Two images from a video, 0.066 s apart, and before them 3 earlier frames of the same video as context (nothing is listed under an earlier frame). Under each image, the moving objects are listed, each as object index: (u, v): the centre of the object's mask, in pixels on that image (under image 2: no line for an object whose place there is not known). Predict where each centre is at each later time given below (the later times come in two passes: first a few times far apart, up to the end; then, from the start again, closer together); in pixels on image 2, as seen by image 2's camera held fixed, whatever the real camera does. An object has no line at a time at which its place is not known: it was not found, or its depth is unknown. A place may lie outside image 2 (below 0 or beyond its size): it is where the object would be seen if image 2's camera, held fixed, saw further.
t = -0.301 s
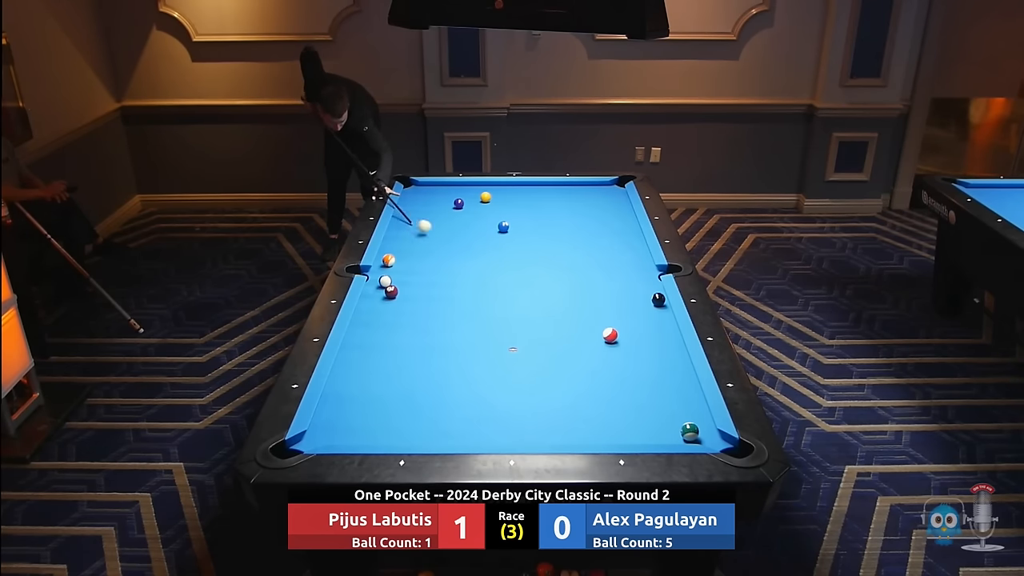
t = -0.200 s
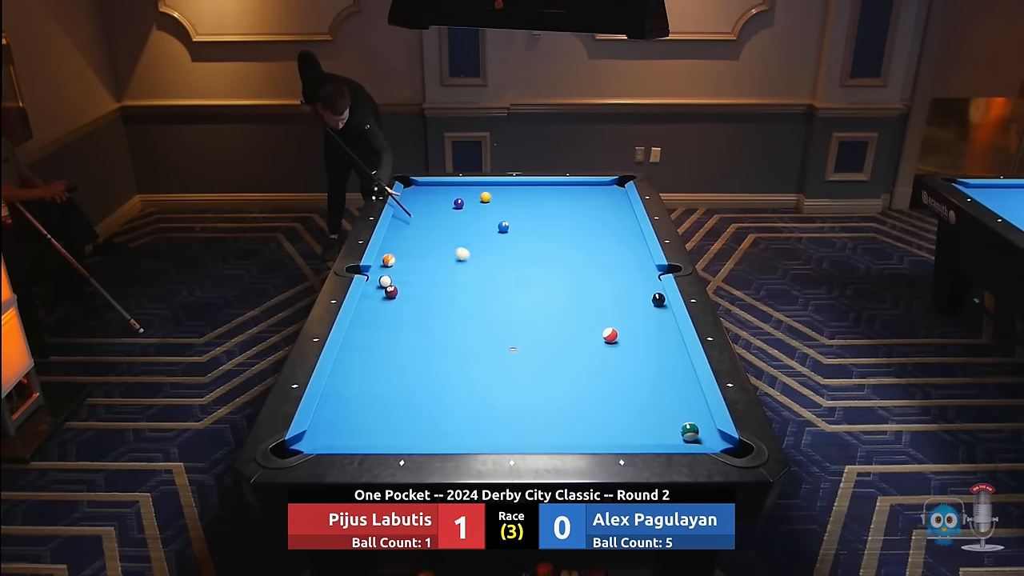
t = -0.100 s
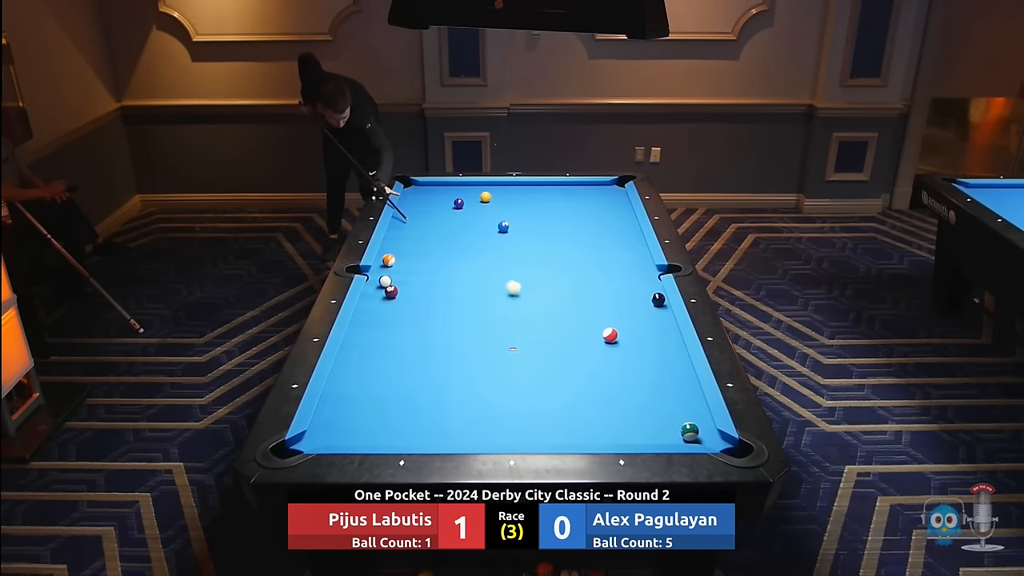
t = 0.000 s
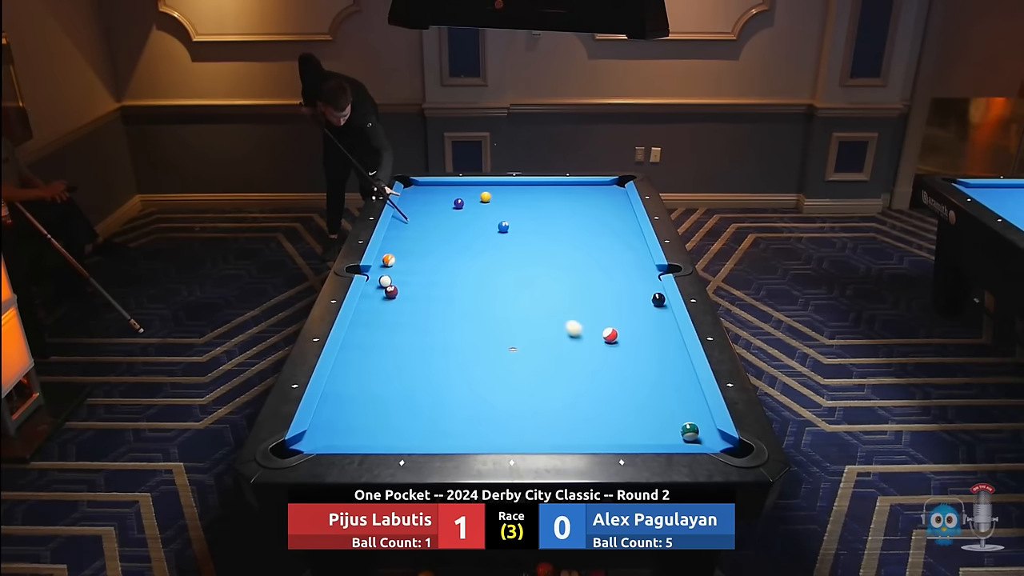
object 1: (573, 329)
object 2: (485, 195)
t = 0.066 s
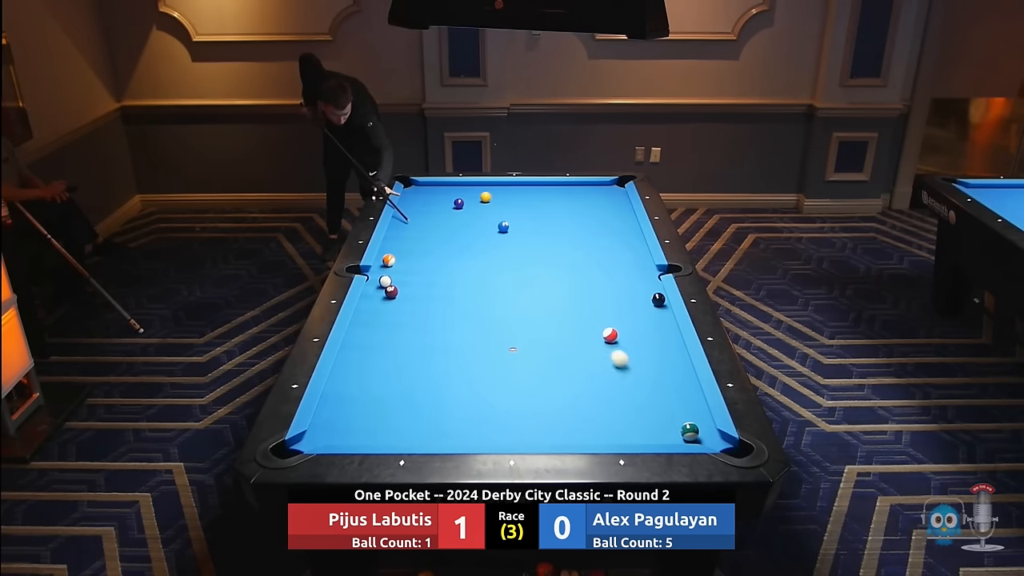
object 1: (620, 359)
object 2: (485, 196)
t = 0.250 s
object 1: (697, 423)
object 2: (485, 195)
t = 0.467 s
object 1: (687, 415)
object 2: (485, 195)
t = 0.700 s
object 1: (677, 407)
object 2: (485, 196)
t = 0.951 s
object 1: (668, 400)
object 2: (485, 196)
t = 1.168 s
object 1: (661, 394)
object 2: (485, 196)
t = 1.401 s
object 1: (654, 389)
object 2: (485, 196)
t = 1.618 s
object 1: (648, 385)
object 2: (485, 196)
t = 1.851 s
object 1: (643, 381)
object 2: (485, 196)
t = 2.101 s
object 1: (638, 377)
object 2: (485, 196)
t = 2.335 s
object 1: (635, 375)
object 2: (485, 196)
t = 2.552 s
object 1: (633, 373)
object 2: (485, 196)
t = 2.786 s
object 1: (631, 372)
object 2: (485, 196)
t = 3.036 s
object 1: (630, 370)
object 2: (485, 196)
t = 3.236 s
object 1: (629, 370)
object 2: (491, 197)
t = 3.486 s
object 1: (629, 370)
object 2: (504, 198)
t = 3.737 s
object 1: (629, 370)
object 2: (515, 201)
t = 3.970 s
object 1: (629, 370)
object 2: (526, 203)
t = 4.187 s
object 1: (629, 370)
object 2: (536, 204)
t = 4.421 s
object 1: (629, 370)
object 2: (545, 206)
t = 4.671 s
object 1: (629, 370)
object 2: (555, 208)
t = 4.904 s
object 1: (629, 370)
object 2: (564, 209)
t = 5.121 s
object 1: (629, 370)
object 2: (571, 211)
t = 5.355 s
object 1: (629, 370)
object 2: (578, 212)
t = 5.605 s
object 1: (629, 370)
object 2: (585, 213)
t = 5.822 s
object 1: (629, 370)
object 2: (590, 214)
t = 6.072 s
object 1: (629, 370)
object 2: (595, 215)
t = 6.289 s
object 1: (629, 370)
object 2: (599, 216)
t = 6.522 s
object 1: (629, 370)
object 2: (602, 216)
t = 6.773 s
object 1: (629, 370)
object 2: (605, 217)
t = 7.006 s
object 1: (629, 370)
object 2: (607, 217)
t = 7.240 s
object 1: (629, 370)
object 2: (608, 217)
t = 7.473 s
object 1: (629, 370)
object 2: (609, 217)
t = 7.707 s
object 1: (629, 370)
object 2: (609, 217)
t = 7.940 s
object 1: (629, 370)
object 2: (609, 217)
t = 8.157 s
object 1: (629, 370)
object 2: (609, 217)
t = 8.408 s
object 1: (629, 370)
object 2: (609, 217)
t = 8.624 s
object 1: (629, 370)
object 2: (609, 217)
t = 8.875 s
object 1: (629, 370)
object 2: (609, 217)
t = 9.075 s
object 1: (629, 370)
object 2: (609, 217)
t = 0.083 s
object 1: (631, 367)
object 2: (485, 195)
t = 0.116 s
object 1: (657, 384)
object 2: (485, 196)
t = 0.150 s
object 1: (684, 402)
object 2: (485, 196)
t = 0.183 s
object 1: (702, 419)
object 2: (485, 196)
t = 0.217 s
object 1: (698, 424)
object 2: (485, 195)
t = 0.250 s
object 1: (697, 423)
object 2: (485, 195)
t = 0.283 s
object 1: (695, 422)
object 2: (485, 196)
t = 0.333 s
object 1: (693, 420)
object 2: (485, 195)
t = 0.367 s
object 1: (692, 419)
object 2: (485, 196)
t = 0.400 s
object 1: (690, 418)
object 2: (485, 195)
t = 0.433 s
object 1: (688, 416)
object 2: (485, 195)
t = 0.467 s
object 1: (687, 415)
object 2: (485, 195)
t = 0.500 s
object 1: (686, 414)
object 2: (485, 195)
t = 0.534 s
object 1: (684, 413)
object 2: (485, 196)
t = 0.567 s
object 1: (683, 412)
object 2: (485, 196)
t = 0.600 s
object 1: (681, 410)
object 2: (485, 196)
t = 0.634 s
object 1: (680, 409)
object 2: (485, 196)
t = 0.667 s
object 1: (679, 408)
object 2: (485, 196)
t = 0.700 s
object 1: (677, 407)
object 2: (485, 196)
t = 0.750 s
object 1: (675, 406)
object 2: (485, 195)
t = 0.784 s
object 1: (674, 405)
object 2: (485, 196)
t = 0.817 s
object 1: (673, 404)
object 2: (485, 195)
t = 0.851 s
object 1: (672, 403)
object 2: (485, 195)
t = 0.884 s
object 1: (670, 402)
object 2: (485, 196)
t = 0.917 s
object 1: (669, 401)
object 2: (485, 196)
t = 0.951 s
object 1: (668, 400)
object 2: (485, 196)
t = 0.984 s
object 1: (667, 399)
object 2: (485, 196)
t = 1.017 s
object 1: (666, 398)
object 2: (485, 196)
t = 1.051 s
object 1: (664, 397)
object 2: (485, 196)
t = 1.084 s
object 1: (663, 396)
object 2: (485, 195)
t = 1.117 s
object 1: (662, 395)
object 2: (485, 195)
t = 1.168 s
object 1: (661, 394)
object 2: (485, 196)
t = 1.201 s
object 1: (660, 393)
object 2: (485, 195)
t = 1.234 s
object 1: (659, 393)
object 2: (485, 195)
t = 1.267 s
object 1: (658, 392)
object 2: (485, 196)
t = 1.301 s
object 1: (657, 391)
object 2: (485, 195)
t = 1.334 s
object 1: (656, 390)
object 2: (485, 195)
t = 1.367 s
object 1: (655, 390)
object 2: (485, 195)
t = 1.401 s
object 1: (654, 389)
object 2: (485, 196)
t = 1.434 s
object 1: (652, 388)
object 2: (485, 196)
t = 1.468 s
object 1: (652, 387)
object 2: (485, 196)
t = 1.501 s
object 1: (651, 387)
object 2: (485, 196)
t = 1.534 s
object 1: (650, 386)
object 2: (485, 195)
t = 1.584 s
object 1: (649, 385)
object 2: (485, 195)
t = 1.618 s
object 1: (648, 385)
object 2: (485, 196)
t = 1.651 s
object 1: (647, 384)
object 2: (485, 195)
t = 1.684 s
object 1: (646, 383)
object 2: (485, 196)
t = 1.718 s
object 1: (646, 383)
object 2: (485, 196)
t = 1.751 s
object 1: (645, 382)
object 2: (485, 196)
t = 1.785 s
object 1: (644, 382)
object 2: (485, 196)
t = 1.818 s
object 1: (643, 381)
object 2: (485, 196)
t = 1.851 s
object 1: (643, 381)
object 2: (485, 196)
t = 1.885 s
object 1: (642, 380)
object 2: (485, 196)
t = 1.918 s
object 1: (641, 380)
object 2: (485, 196)
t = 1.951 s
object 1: (641, 379)
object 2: (485, 196)
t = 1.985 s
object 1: (640, 379)
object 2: (485, 196)
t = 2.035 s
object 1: (639, 378)
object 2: (485, 196)
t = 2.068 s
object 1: (639, 378)
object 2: (485, 196)
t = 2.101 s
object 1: (638, 377)
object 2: (485, 196)
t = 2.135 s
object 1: (638, 377)
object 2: (485, 195)
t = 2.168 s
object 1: (637, 376)
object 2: (485, 195)
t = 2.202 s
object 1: (637, 376)
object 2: (485, 196)
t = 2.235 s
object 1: (636, 376)
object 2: (485, 196)
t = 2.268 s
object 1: (636, 376)
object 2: (485, 196)
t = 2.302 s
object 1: (636, 375)
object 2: (485, 196)
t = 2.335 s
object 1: (635, 375)
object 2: (485, 196)
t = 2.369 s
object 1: (635, 375)
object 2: (485, 196)
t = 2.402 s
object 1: (634, 374)
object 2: (485, 196)
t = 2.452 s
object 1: (634, 374)
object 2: (485, 196)
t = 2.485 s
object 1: (633, 374)
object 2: (485, 196)
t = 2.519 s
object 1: (633, 373)
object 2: (485, 195)
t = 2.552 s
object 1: (633, 373)
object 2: (485, 196)
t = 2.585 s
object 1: (632, 373)
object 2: (485, 196)
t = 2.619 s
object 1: (632, 372)
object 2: (485, 196)
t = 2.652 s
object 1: (632, 372)
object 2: (485, 196)
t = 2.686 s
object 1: (631, 372)
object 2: (485, 196)
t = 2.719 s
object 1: (631, 372)
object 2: (485, 196)
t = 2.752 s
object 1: (631, 371)
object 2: (485, 196)
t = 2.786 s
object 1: (631, 372)
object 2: (485, 196)
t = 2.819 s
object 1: (630, 371)
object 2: (485, 196)
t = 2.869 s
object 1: (630, 371)
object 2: (485, 196)
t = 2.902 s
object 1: (630, 371)
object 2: (485, 196)
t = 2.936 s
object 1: (630, 371)
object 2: (485, 196)
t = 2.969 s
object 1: (630, 371)
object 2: (485, 196)
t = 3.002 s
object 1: (630, 371)
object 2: (485, 196)
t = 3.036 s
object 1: (630, 370)
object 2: (485, 196)
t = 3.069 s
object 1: (630, 370)
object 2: (485, 196)
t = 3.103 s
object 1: (629, 370)
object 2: (485, 196)
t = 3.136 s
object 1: (629, 370)
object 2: (485, 195)
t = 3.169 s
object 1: (629, 370)
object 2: (487, 196)
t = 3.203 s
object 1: (629, 370)
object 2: (489, 197)
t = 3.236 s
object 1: (629, 370)
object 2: (491, 197)
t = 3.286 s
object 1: (629, 370)
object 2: (494, 198)
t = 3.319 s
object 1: (629, 370)
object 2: (495, 198)
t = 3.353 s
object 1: (629, 370)
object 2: (497, 198)
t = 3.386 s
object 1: (629, 370)
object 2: (499, 198)
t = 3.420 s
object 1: (629, 370)
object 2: (501, 198)
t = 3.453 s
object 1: (629, 370)
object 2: (502, 199)
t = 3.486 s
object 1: (629, 370)
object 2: (504, 198)
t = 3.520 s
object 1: (629, 370)
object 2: (506, 199)
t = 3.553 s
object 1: (629, 370)
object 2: (507, 199)
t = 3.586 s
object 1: (629, 370)
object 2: (508, 199)
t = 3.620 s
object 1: (629, 370)
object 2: (510, 200)
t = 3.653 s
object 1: (629, 370)
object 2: (512, 200)
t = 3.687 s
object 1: (629, 370)
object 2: (513, 200)
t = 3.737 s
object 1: (629, 370)
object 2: (515, 201)
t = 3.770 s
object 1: (629, 370)
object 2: (517, 201)
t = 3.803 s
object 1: (629, 370)
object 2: (519, 201)
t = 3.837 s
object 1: (629, 370)
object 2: (520, 202)
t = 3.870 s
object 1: (629, 370)
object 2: (522, 202)
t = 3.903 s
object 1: (629, 370)
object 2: (523, 202)
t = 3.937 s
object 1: (629, 370)
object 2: (525, 203)
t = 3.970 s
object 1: (629, 370)
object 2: (526, 203)
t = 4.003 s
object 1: (629, 370)
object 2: (528, 203)
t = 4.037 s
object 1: (629, 370)
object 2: (529, 203)
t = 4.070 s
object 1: (629, 370)
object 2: (531, 204)
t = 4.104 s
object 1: (629, 370)
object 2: (532, 204)
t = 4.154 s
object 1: (629, 370)
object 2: (534, 204)
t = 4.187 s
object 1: (629, 370)
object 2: (536, 204)
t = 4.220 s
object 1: (629, 370)
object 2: (537, 205)
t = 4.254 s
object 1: (629, 370)
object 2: (539, 205)
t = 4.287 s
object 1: (629, 370)
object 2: (540, 205)
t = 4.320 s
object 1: (629, 370)
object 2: (541, 205)
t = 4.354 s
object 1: (629, 370)
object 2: (543, 206)
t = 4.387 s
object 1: (629, 370)
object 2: (544, 206)
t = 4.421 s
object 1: (629, 370)
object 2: (545, 206)
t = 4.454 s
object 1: (629, 370)
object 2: (547, 206)
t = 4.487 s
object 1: (629, 370)
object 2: (548, 207)
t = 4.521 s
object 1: (629, 370)
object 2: (549, 207)
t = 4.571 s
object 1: (629, 370)
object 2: (551, 207)
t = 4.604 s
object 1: (629, 370)
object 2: (553, 207)
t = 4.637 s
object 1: (629, 370)
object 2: (554, 208)
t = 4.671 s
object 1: (629, 370)
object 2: (555, 208)
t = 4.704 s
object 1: (629, 370)
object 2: (556, 208)
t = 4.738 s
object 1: (629, 370)
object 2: (557, 208)
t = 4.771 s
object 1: (629, 370)
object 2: (559, 208)
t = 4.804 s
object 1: (629, 370)
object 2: (560, 209)
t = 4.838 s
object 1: (629, 370)
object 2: (561, 209)
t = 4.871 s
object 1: (629, 370)
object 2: (562, 209)
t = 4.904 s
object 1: (629, 370)
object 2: (564, 209)
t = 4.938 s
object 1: (629, 370)
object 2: (565, 210)
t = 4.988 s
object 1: (629, 370)
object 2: (566, 210)
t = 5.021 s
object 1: (629, 370)
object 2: (567, 210)
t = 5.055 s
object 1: (629, 370)
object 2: (568, 210)
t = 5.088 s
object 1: (629, 370)
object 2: (570, 210)
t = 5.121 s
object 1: (629, 370)
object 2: (571, 211)
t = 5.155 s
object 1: (629, 370)
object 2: (572, 211)
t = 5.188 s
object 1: (629, 370)
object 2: (573, 211)
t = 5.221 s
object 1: (629, 370)
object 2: (574, 211)
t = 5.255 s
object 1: (629, 370)
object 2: (575, 211)
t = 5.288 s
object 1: (629, 370)
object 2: (576, 211)
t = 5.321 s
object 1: (629, 370)
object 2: (577, 212)
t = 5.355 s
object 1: (629, 370)
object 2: (578, 212)
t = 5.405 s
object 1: (629, 370)
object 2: (579, 212)
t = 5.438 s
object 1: (629, 370)
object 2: (580, 212)
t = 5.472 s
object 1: (629, 370)
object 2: (581, 213)
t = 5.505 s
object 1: (629, 370)
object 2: (582, 213)
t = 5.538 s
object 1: (629, 370)
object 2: (583, 213)
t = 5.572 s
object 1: (629, 370)
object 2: (584, 213)
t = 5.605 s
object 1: (629, 370)
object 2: (585, 213)
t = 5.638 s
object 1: (629, 370)
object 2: (585, 213)
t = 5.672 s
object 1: (629, 370)
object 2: (587, 213)
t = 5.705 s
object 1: (629, 370)
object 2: (588, 214)
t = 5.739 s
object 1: (629, 370)
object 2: (588, 214)
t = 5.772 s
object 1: (629, 370)
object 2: (589, 214)
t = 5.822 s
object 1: (629, 370)
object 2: (590, 214)
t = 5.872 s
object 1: (629, 370)
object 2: (591, 214)
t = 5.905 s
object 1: (629, 370)
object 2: (592, 214)
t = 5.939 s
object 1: (629, 370)
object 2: (592, 214)
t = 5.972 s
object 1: (629, 370)
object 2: (593, 215)
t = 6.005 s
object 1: (629, 370)
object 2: (594, 215)
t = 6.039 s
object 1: (629, 370)
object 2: (594, 215)
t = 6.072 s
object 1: (629, 370)
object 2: (595, 215)
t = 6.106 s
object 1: (629, 370)
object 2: (596, 215)
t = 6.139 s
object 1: (629, 370)
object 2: (596, 215)
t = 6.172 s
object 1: (629, 370)
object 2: (597, 215)
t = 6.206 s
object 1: (629, 370)
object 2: (597, 215)
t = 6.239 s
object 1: (629, 370)
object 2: (598, 216)
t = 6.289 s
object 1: (629, 370)
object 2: (599, 216)
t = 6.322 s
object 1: (629, 370)
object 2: (600, 216)
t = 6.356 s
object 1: (629, 370)
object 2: (600, 216)
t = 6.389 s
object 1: (629, 370)
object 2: (600, 216)
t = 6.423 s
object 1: (629, 370)
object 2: (601, 216)
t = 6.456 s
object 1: (629, 370)
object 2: (601, 216)
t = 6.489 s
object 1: (629, 370)
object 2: (602, 216)
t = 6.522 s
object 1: (629, 370)
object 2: (602, 216)
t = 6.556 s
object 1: (629, 370)
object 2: (603, 216)
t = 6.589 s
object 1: (629, 370)
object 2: (604, 217)
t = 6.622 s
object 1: (629, 370)
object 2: (604, 217)
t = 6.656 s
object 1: (629, 370)
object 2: (604, 217)
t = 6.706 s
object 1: (629, 370)
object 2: (605, 217)
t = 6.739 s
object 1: (629, 370)
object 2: (605, 217)
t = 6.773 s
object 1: (629, 370)
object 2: (605, 217)
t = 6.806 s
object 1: (629, 370)
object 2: (606, 217)
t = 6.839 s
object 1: (629, 370)
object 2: (606, 217)
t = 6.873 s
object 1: (629, 370)
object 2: (606, 217)
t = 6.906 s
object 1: (629, 370)
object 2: (607, 217)
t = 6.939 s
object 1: (629, 370)
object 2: (607, 217)
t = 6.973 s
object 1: (629, 370)
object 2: (607, 217)
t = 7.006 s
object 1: (629, 370)
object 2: (607, 217)
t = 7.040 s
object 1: (629, 370)
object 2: (608, 217)
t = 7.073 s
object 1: (629, 370)
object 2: (608, 217)
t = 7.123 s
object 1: (629, 370)
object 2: (608, 217)
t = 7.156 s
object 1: (629, 370)
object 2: (608, 217)
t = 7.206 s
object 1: (629, 370)
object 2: (608, 217)
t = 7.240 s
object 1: (629, 370)
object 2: (608, 217)
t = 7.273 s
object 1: (629, 370)
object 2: (608, 217)
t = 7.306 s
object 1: (629, 370)
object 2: (609, 217)
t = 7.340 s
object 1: (629, 370)
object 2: (609, 217)
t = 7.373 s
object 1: (629, 370)
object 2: (609, 217)
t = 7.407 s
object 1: (629, 370)
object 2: (609, 218)
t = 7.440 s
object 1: (629, 370)
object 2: (609, 217)
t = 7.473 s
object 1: (629, 370)
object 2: (609, 217)
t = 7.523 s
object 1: (629, 370)
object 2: (609, 217)
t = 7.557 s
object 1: (629, 370)
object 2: (609, 217)
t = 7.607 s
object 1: (629, 370)
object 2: (609, 217)
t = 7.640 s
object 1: (629, 370)
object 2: (609, 217)
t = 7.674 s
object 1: (629, 370)
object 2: (609, 217)
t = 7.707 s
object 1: (629, 370)
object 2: (609, 217)
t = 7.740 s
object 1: (629, 370)
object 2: (609, 217)
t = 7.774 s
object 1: (629, 370)
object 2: (609, 217)
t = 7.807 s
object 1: (629, 370)
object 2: (609, 217)
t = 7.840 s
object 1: (629, 370)
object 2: (609, 217)
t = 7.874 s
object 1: (629, 370)
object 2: (609, 217)
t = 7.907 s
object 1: (629, 370)
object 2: (609, 217)
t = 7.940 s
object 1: (629, 370)
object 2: (609, 217)
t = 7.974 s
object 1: (629, 370)
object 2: (609, 217)
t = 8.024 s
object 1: (629, 370)
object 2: (609, 217)
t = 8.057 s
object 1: (629, 370)
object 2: (609, 217)
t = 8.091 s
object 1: (629, 370)
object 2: (609, 217)
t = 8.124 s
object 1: (629, 370)
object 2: (609, 217)
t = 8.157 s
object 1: (629, 370)
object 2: (609, 217)
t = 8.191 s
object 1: (629, 370)
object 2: (609, 218)
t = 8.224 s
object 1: (629, 370)
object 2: (609, 217)
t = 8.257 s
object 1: (629, 370)
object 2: (609, 217)
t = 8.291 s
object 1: (629, 370)
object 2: (609, 217)
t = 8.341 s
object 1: (629, 370)
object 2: (609, 217)
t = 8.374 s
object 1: (629, 370)
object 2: (609, 217)
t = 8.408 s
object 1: (629, 370)
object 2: (609, 217)
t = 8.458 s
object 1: (629, 370)
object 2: (609, 217)
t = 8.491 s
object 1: (629, 370)
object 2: (609, 217)
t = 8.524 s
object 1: (629, 370)
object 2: (609, 217)
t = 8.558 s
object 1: (629, 370)
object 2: (609, 217)
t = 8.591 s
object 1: (629, 370)
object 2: (609, 217)
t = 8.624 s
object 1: (629, 370)
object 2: (609, 217)
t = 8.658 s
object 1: (629, 370)
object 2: (609, 217)
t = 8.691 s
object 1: (629, 370)
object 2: (609, 217)
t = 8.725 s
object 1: (629, 370)
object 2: (609, 217)
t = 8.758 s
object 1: (629, 370)
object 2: (609, 217)
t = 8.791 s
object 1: (629, 370)
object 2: (609, 217)
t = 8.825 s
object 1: (629, 370)
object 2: (609, 217)
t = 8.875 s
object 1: (629, 370)
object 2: (609, 217)
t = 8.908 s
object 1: (629, 370)
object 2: (609, 217)
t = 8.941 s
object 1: (629, 370)
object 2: (609, 217)
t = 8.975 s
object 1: (629, 370)
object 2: (609, 217)
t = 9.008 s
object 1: (629, 370)
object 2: (609, 217)
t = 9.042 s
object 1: (629, 370)
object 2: (609, 217)
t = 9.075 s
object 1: (629, 370)
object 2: (609, 217)
